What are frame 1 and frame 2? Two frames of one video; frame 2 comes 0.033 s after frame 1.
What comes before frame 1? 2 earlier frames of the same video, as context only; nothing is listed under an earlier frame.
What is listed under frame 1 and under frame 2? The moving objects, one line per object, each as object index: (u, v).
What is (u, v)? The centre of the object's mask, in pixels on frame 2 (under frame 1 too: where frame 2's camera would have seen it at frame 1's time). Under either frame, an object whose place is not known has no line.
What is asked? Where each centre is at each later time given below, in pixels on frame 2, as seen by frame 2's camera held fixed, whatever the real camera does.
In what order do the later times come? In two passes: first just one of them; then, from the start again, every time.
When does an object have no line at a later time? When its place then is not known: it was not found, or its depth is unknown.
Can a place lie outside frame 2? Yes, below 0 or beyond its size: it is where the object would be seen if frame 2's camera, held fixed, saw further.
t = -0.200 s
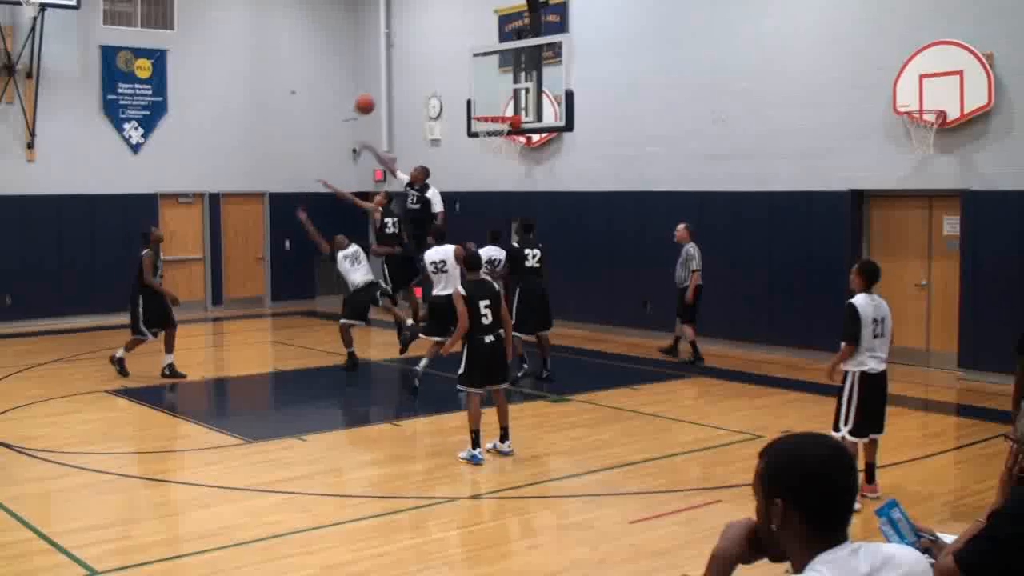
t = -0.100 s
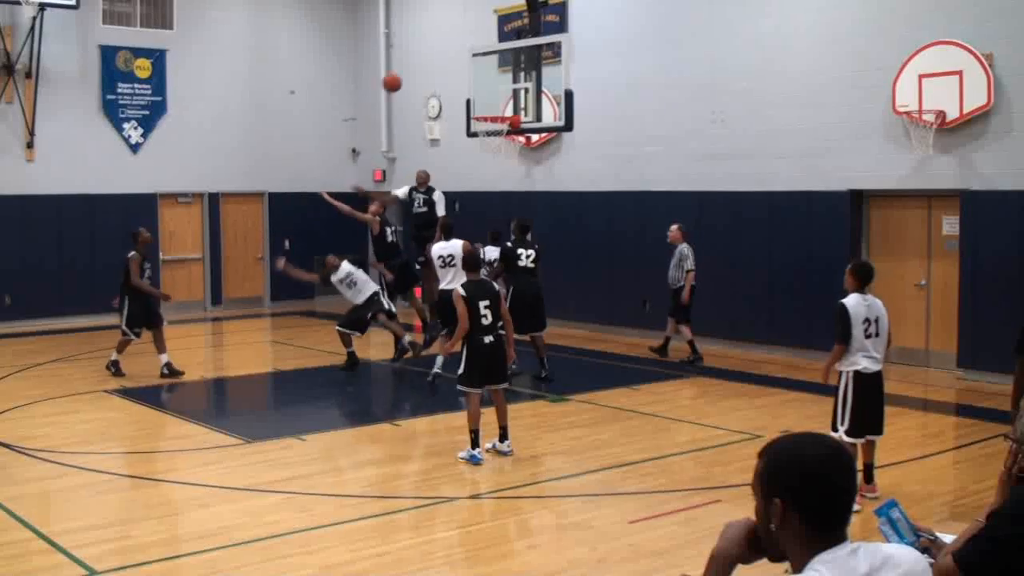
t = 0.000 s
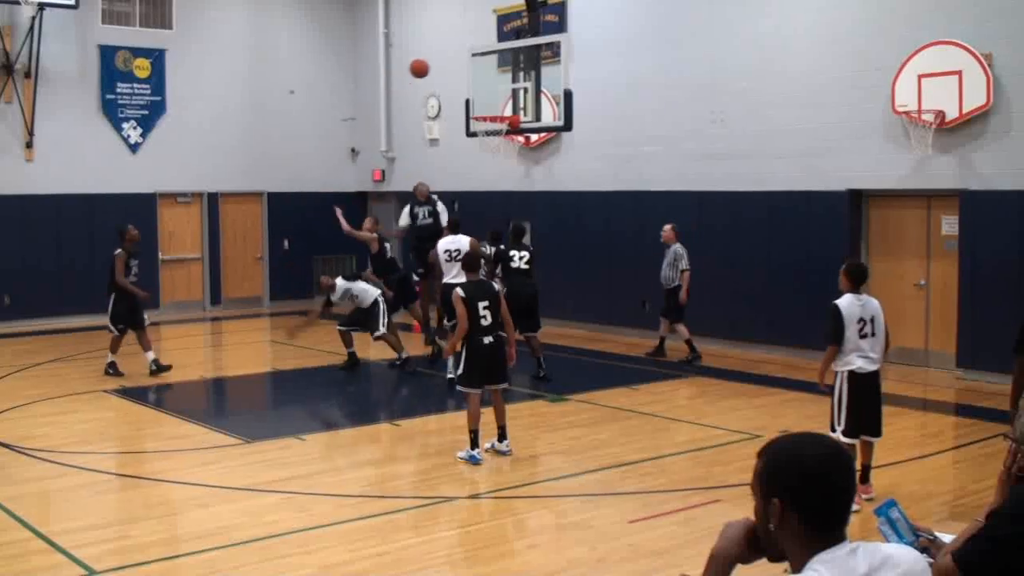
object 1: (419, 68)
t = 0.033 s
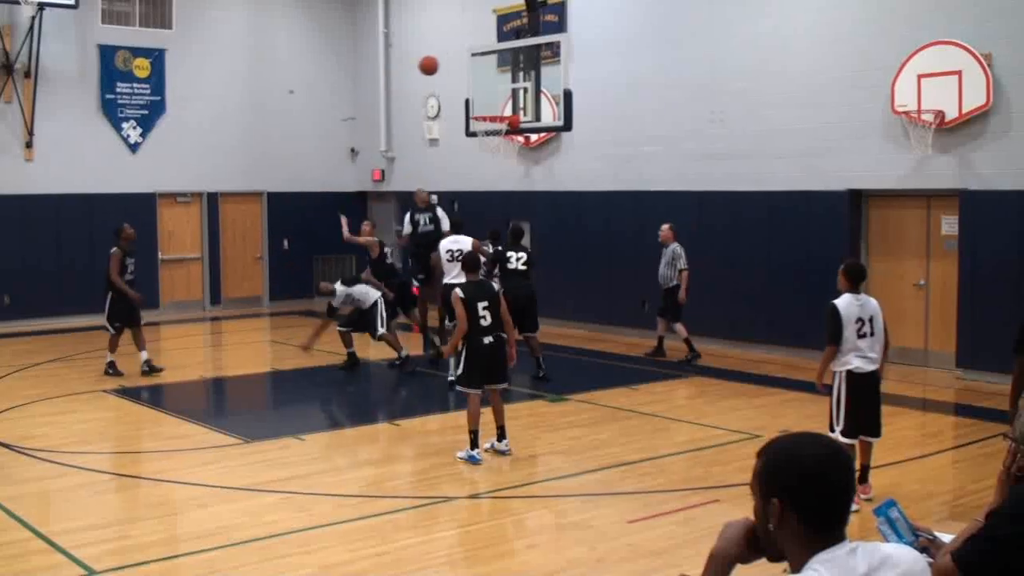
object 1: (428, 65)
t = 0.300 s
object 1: (505, 74)
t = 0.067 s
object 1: (438, 63)
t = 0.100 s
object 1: (447, 62)
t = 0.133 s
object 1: (457, 62)
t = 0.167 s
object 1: (466, 63)
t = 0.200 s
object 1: (476, 64)
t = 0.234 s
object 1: (486, 67)
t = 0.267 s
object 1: (495, 70)
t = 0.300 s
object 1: (505, 74)
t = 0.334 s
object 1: (515, 79)
